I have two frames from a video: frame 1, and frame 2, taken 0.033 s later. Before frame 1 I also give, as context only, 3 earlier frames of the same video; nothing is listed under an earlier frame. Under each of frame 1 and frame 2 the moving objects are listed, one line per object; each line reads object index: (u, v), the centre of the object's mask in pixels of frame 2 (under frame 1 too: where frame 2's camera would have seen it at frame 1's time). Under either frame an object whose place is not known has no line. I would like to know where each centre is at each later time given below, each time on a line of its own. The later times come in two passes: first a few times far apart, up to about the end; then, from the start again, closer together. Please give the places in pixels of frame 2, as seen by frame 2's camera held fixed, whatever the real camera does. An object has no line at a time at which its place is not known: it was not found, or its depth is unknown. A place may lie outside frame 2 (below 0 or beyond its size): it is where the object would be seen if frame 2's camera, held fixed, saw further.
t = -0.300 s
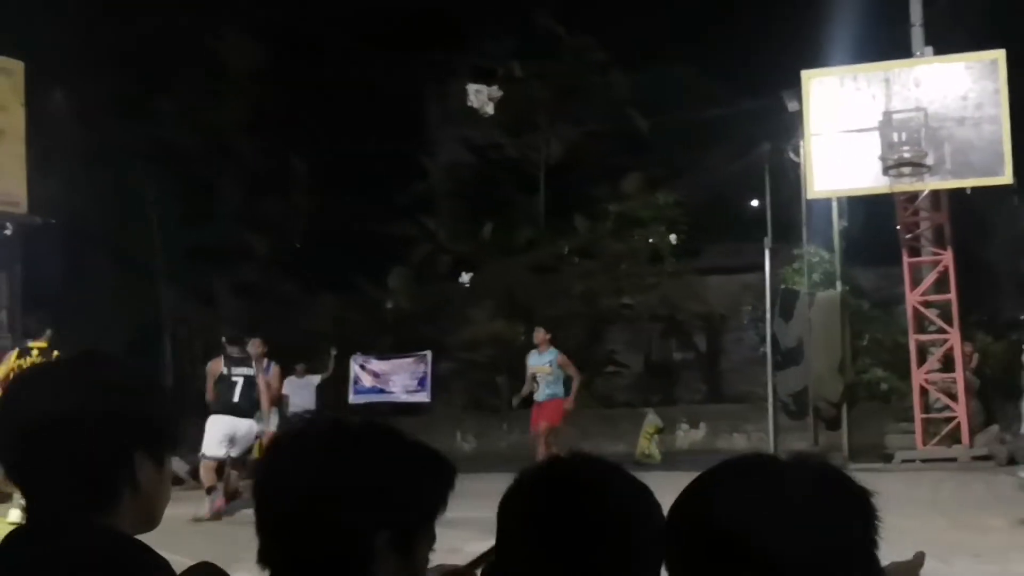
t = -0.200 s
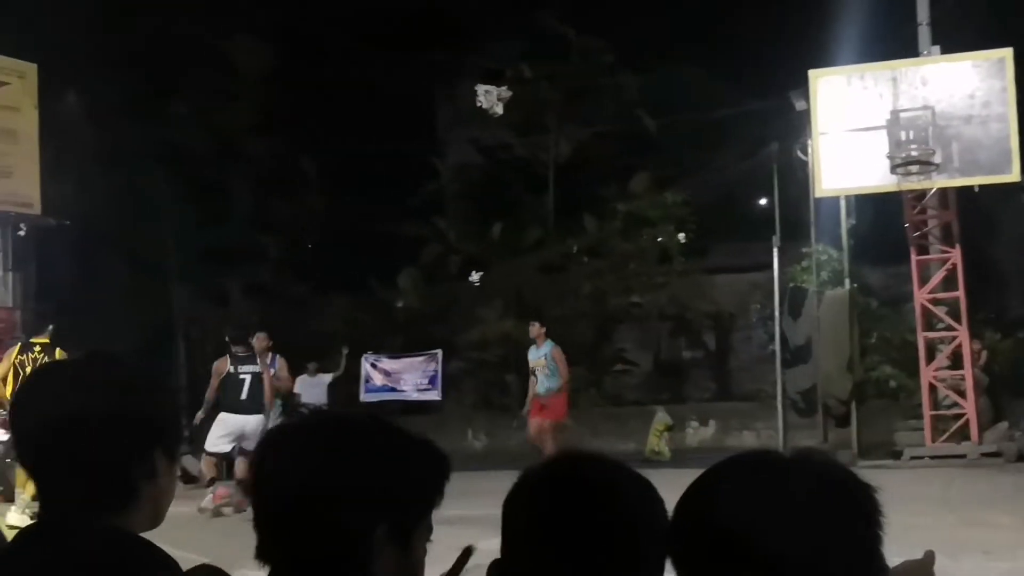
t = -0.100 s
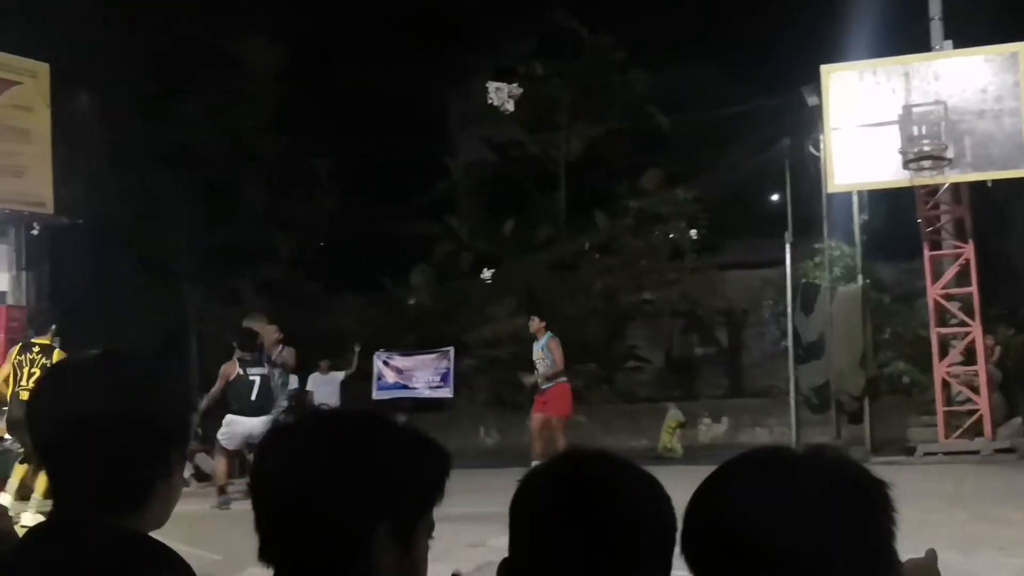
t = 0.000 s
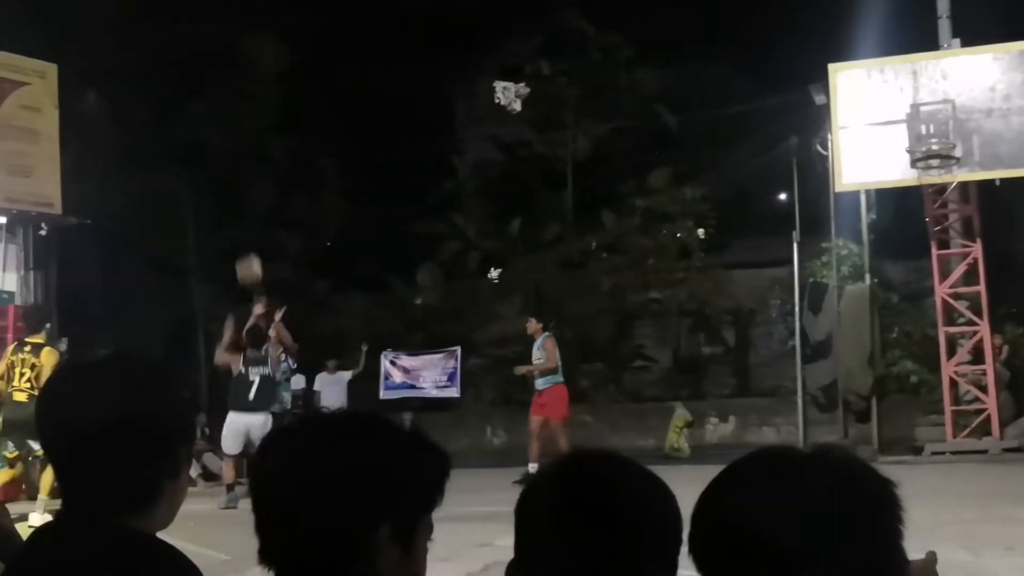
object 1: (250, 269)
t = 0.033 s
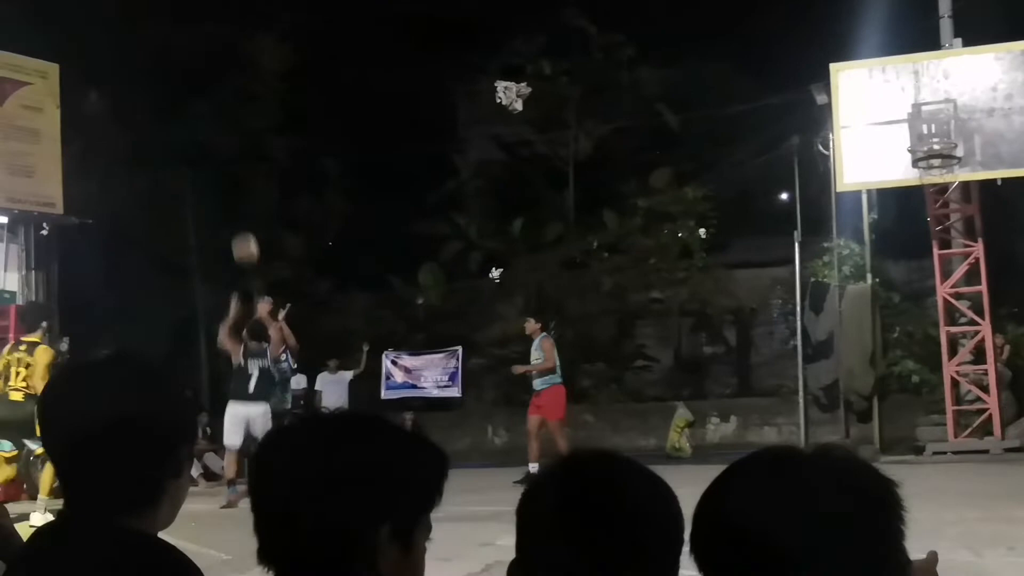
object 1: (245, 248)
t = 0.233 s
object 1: (215, 148)
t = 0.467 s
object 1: (173, 70)
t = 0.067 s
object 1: (240, 230)
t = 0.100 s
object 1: (236, 213)
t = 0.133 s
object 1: (231, 196)
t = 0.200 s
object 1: (221, 164)
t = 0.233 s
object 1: (215, 148)
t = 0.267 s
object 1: (210, 134)
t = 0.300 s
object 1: (205, 122)
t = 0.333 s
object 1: (198, 109)
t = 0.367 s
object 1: (193, 98)
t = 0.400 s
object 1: (187, 88)
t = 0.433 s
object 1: (180, 78)
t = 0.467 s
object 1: (173, 70)
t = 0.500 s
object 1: (167, 64)
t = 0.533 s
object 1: (159, 57)
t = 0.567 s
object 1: (150, 54)
